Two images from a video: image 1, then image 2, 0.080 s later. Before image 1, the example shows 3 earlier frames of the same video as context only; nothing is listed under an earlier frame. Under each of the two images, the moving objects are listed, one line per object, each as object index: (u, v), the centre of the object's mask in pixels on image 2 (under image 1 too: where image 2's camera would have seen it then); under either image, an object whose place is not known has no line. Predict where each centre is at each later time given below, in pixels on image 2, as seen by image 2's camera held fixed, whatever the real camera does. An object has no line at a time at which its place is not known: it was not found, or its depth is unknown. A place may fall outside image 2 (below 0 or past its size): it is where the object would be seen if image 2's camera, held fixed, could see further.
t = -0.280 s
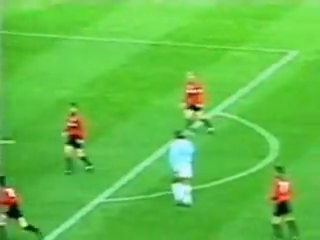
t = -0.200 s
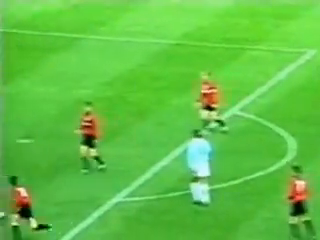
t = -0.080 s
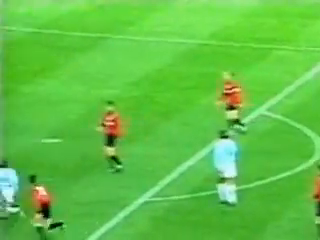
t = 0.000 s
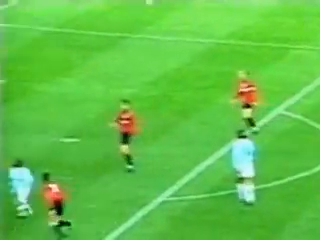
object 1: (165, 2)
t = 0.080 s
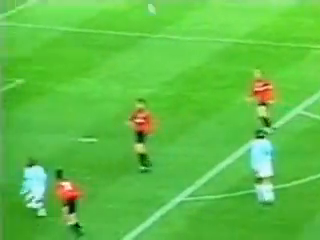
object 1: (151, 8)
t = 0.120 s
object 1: (144, 12)
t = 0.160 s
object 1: (137, 18)
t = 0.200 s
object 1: (131, 22)
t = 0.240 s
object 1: (124, 27)
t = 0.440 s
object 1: (87, 56)
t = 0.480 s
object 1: (79, 62)
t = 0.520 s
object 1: (72, 69)
